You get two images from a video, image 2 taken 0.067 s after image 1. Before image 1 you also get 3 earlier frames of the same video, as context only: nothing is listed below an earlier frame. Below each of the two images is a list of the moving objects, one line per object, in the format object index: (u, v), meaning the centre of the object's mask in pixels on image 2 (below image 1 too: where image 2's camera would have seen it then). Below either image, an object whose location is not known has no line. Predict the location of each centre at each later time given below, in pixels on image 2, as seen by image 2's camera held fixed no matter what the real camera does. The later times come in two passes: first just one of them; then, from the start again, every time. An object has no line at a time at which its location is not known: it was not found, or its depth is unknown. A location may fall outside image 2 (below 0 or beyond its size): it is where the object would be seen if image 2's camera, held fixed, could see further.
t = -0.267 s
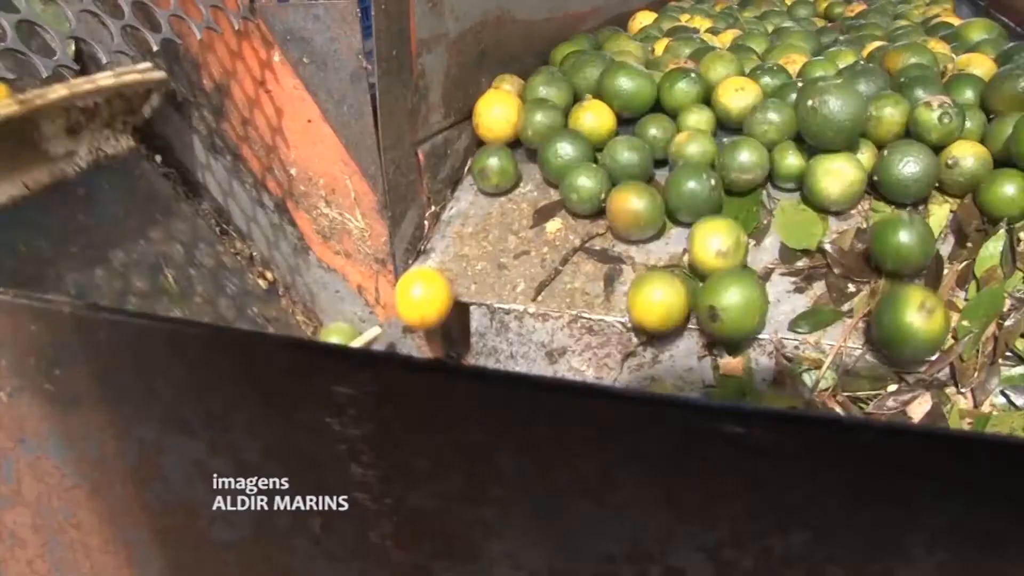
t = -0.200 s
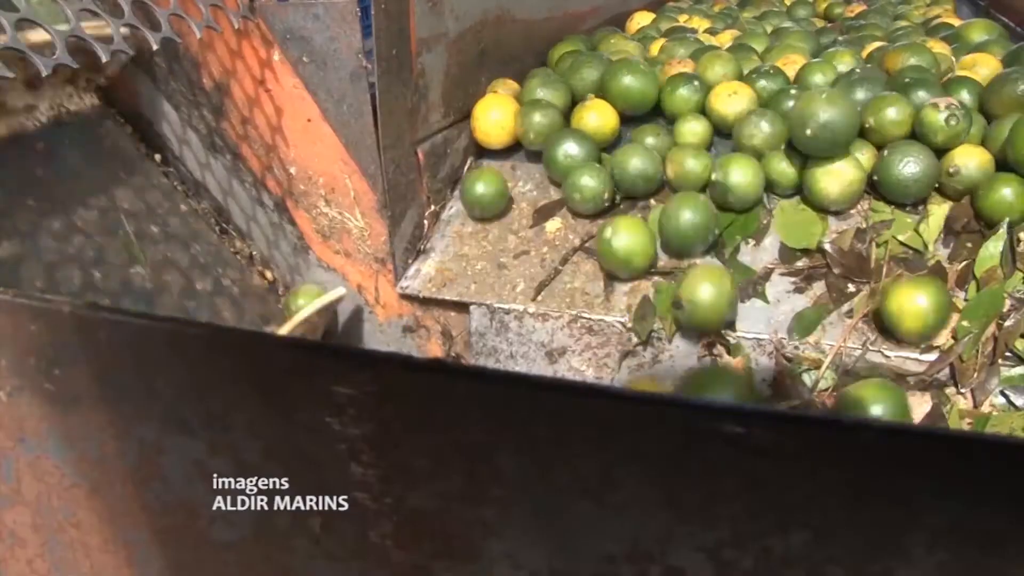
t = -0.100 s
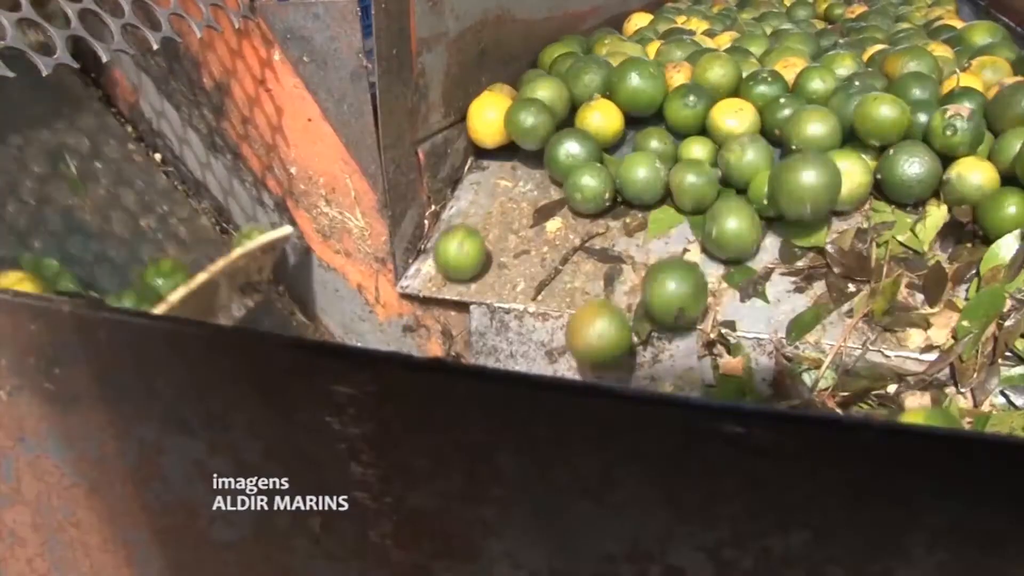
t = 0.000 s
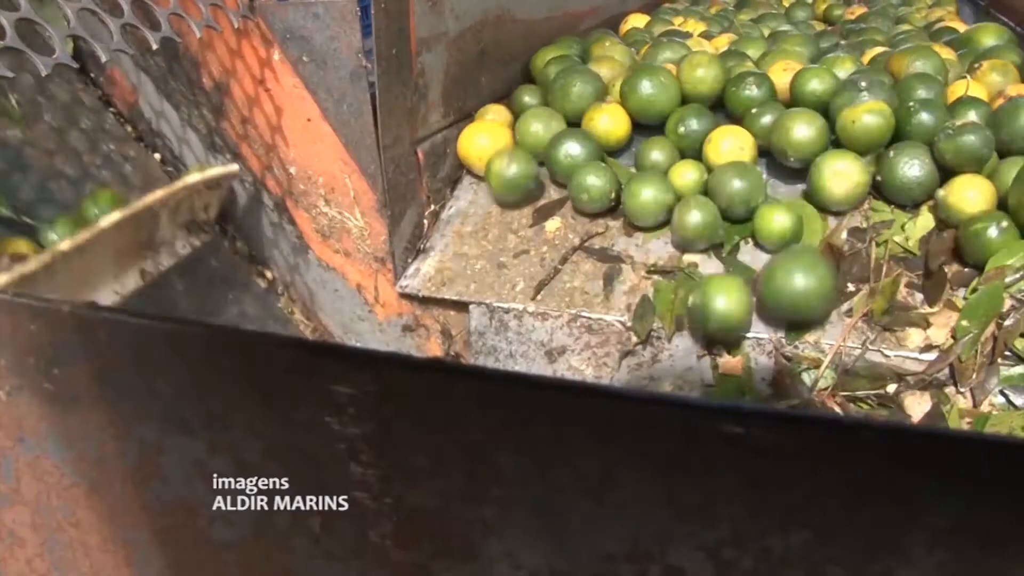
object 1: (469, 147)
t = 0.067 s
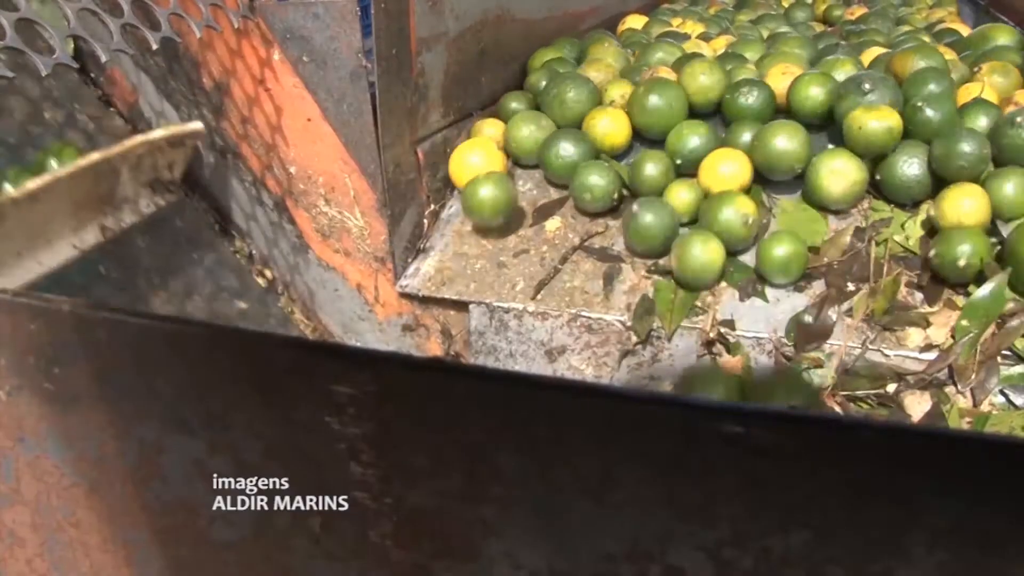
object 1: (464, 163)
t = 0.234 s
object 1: (438, 260)
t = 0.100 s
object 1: (462, 178)
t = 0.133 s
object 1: (459, 193)
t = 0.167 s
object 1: (455, 214)
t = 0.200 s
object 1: (449, 235)
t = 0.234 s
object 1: (438, 260)
